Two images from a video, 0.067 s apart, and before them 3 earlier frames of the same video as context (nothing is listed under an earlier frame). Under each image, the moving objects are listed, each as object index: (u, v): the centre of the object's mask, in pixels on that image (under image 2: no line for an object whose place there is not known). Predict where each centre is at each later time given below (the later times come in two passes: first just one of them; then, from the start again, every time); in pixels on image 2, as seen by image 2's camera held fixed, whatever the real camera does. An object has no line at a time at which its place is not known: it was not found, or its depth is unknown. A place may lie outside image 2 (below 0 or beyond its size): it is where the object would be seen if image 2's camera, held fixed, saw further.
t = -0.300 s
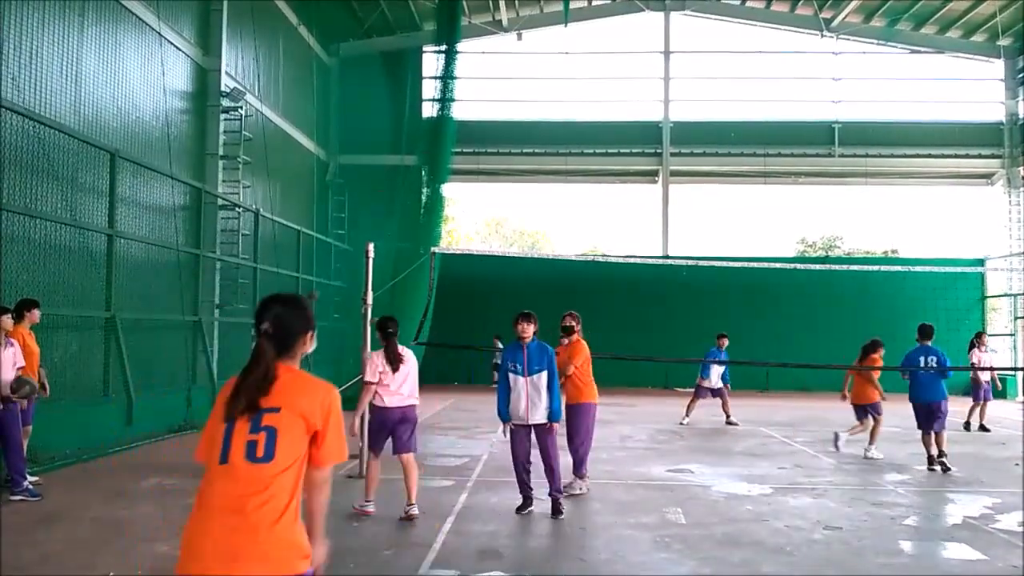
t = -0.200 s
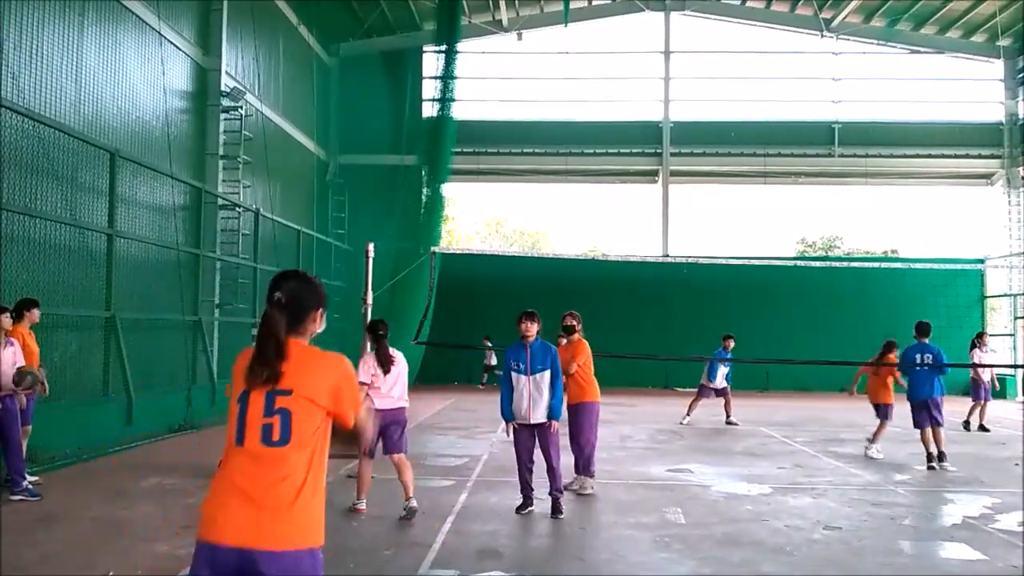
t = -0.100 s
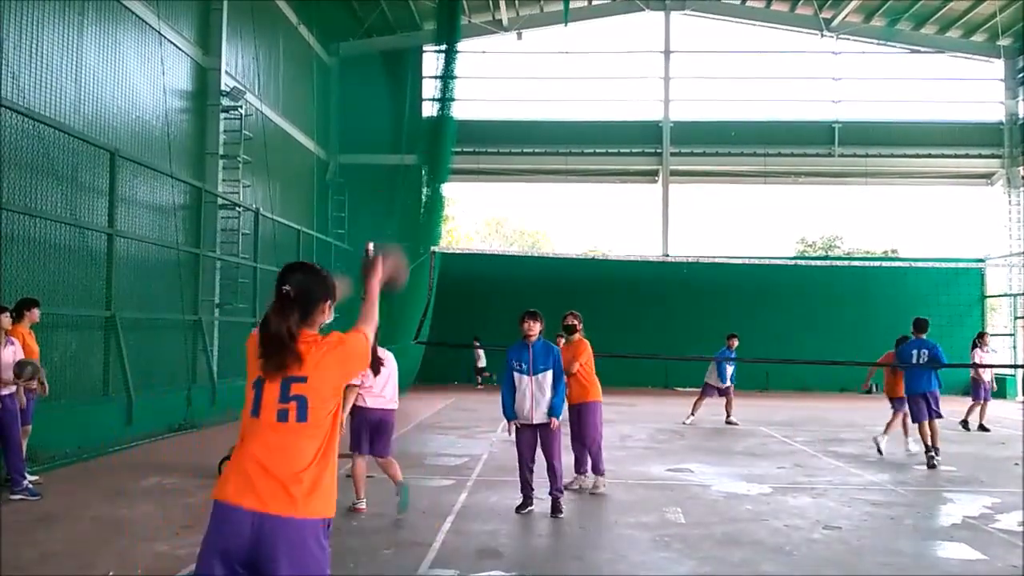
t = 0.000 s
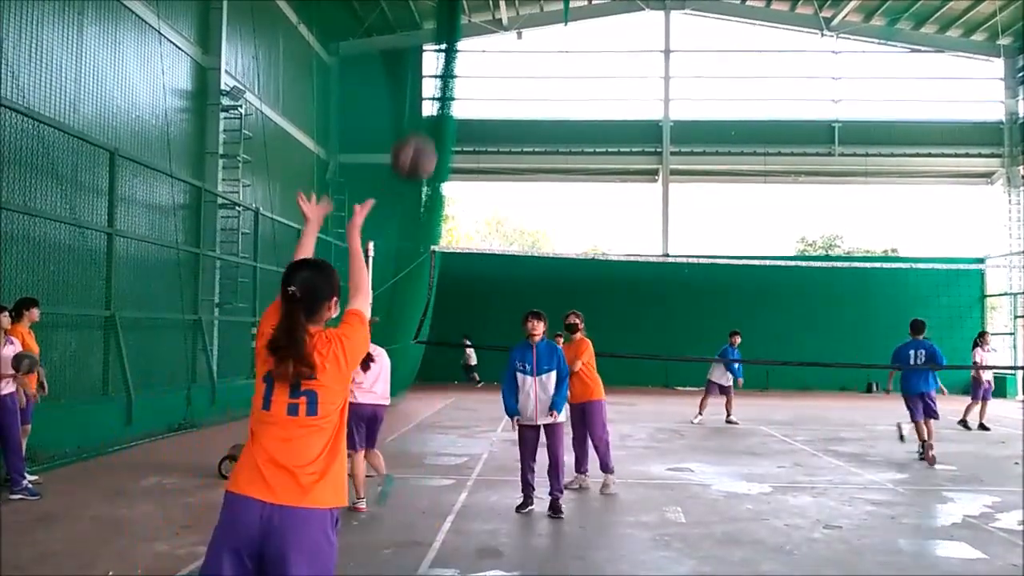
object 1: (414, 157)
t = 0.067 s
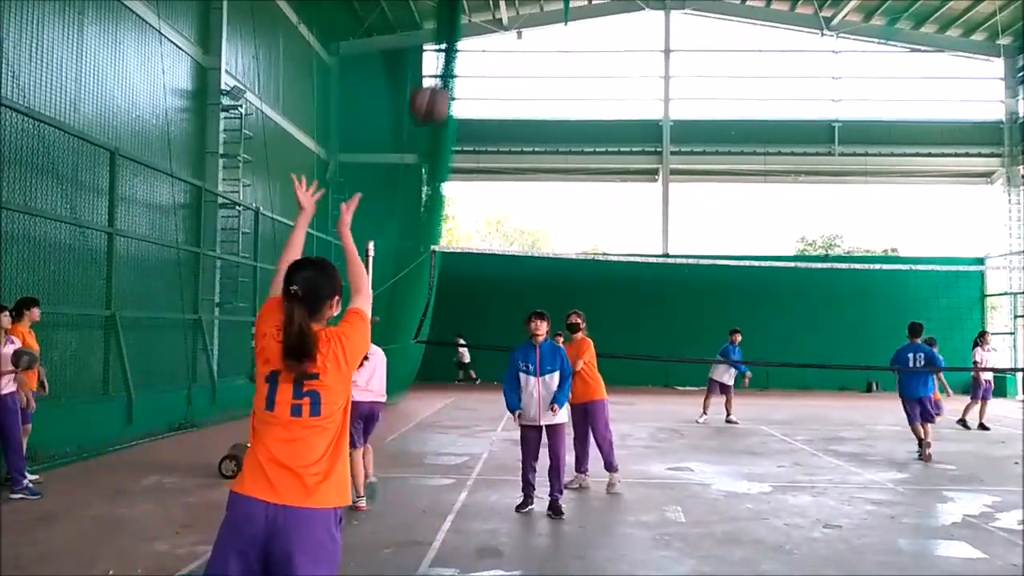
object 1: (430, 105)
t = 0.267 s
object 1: (466, 16)
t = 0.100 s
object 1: (437, 82)
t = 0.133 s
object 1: (443, 62)
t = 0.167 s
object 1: (449, 46)
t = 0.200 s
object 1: (455, 31)
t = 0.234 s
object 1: (461, 22)
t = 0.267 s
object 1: (466, 16)
